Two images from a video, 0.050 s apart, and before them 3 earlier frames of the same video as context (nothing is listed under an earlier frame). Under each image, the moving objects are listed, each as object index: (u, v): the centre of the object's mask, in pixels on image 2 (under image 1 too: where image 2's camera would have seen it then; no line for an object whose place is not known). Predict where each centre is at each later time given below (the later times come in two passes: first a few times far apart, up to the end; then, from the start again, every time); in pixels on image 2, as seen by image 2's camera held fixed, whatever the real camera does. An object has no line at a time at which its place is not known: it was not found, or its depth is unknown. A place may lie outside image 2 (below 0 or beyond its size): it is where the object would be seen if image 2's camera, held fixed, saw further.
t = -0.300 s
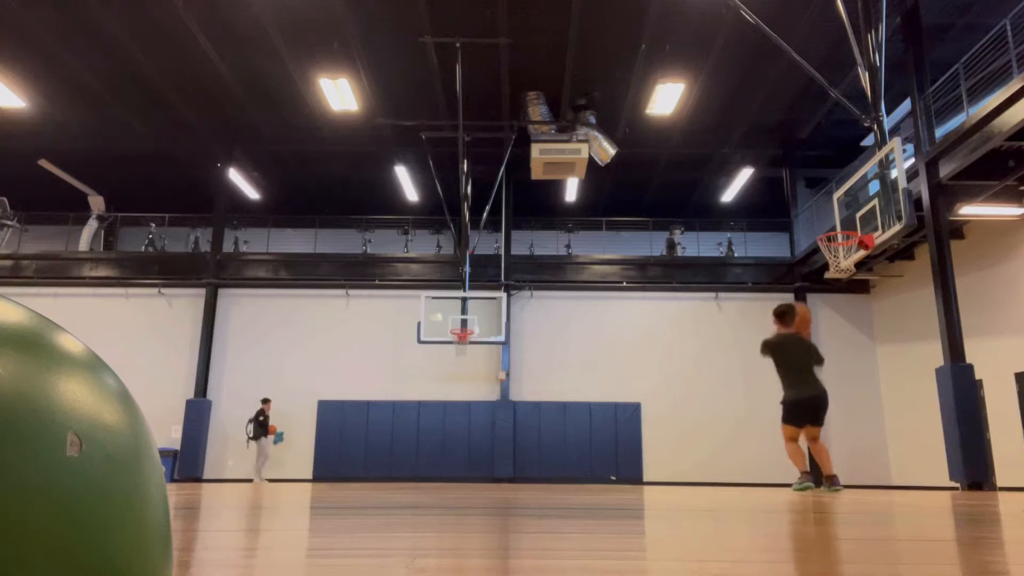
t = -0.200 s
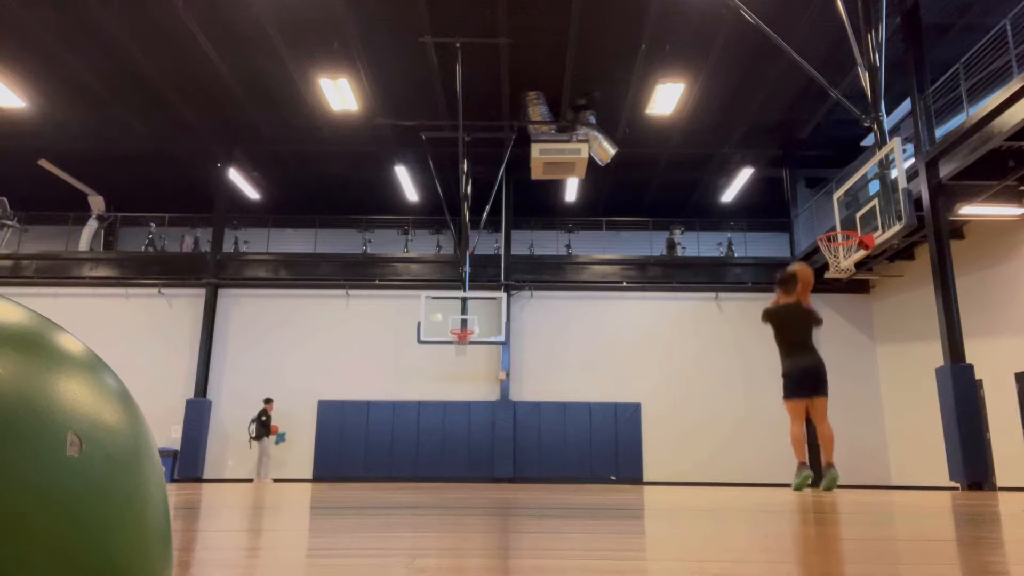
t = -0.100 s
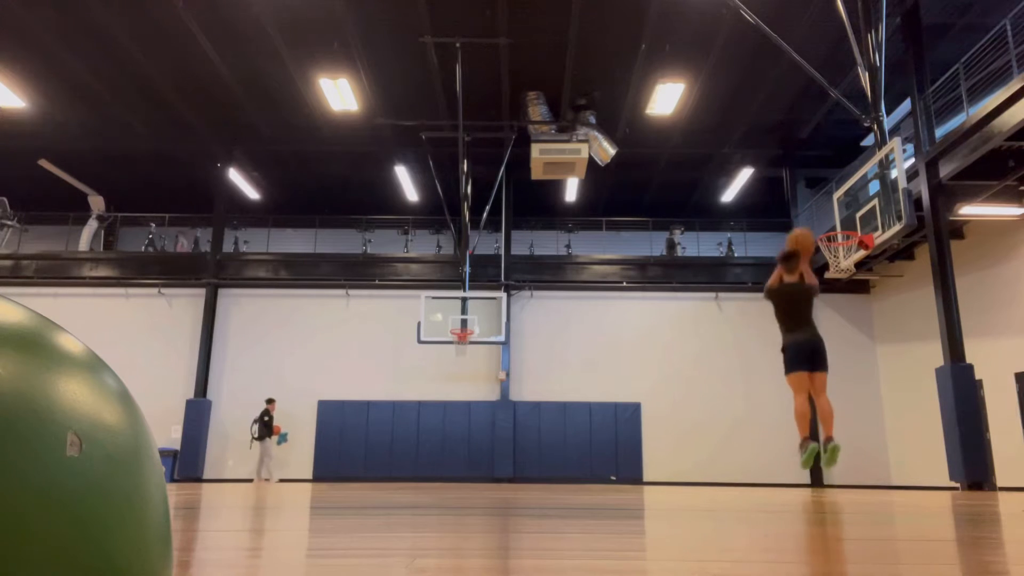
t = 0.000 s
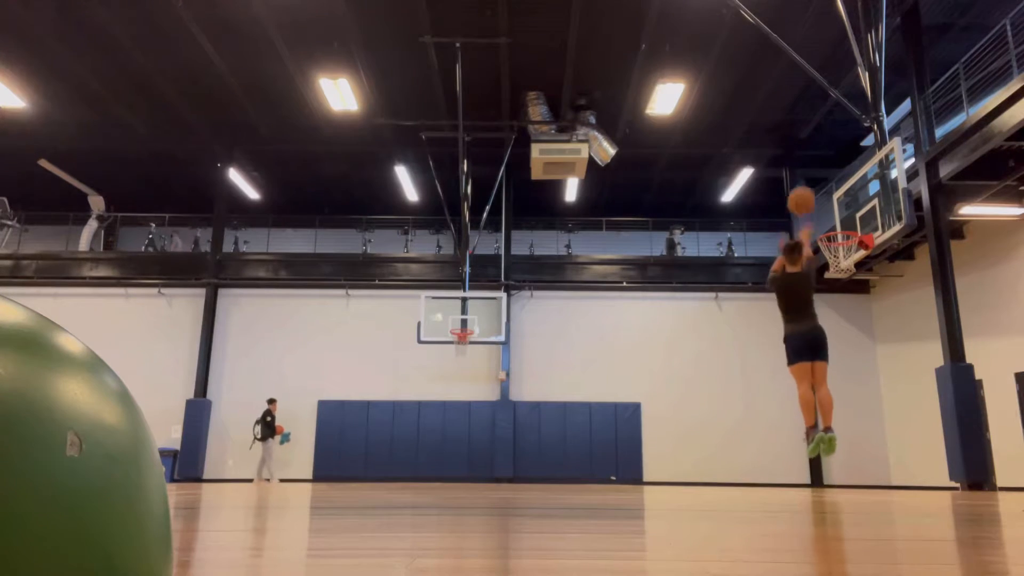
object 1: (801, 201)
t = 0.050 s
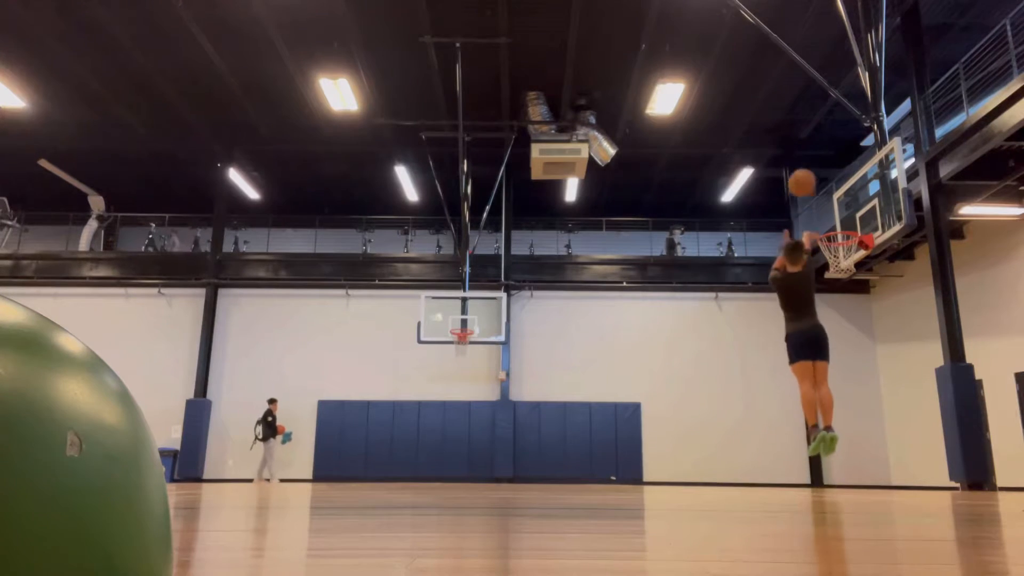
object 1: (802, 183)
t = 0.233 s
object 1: (806, 144)
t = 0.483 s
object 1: (816, 142)
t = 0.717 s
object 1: (827, 182)
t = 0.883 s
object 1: (837, 230)
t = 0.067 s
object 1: (802, 177)
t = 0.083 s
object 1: (803, 173)
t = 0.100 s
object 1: (803, 169)
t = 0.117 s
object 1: (803, 164)
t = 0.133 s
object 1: (803, 160)
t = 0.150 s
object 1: (804, 157)
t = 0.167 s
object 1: (804, 153)
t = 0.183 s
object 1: (805, 150)
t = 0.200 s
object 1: (805, 148)
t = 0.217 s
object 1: (806, 145)
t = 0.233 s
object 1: (806, 144)
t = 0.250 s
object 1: (807, 142)
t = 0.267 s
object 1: (807, 140)
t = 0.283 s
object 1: (808, 139)
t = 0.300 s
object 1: (809, 138)
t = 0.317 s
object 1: (809, 137)
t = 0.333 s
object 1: (810, 137)
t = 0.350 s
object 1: (810, 137)
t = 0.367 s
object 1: (811, 136)
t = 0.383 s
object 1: (812, 137)
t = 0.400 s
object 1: (812, 137)
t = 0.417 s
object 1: (813, 138)
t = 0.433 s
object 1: (814, 138)
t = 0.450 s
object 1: (814, 140)
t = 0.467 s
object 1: (815, 141)
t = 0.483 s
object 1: (816, 142)
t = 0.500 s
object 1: (816, 144)
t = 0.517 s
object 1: (817, 146)
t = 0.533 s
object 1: (818, 148)
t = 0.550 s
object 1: (819, 150)
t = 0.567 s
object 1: (820, 152)
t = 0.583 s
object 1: (820, 155)
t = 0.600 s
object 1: (821, 158)
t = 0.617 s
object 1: (822, 160)
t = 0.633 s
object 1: (823, 164)
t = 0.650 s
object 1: (824, 167)
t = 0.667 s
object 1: (824, 171)
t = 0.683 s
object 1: (825, 174)
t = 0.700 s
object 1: (826, 178)
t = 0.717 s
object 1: (827, 182)
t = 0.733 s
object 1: (827, 186)
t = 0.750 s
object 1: (828, 190)
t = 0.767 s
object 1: (830, 195)
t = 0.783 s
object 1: (830, 200)
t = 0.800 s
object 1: (830, 205)
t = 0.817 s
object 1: (832, 210)
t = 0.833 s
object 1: (833, 215)
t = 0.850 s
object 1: (834, 221)
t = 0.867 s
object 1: (835, 224)
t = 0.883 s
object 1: (837, 230)
